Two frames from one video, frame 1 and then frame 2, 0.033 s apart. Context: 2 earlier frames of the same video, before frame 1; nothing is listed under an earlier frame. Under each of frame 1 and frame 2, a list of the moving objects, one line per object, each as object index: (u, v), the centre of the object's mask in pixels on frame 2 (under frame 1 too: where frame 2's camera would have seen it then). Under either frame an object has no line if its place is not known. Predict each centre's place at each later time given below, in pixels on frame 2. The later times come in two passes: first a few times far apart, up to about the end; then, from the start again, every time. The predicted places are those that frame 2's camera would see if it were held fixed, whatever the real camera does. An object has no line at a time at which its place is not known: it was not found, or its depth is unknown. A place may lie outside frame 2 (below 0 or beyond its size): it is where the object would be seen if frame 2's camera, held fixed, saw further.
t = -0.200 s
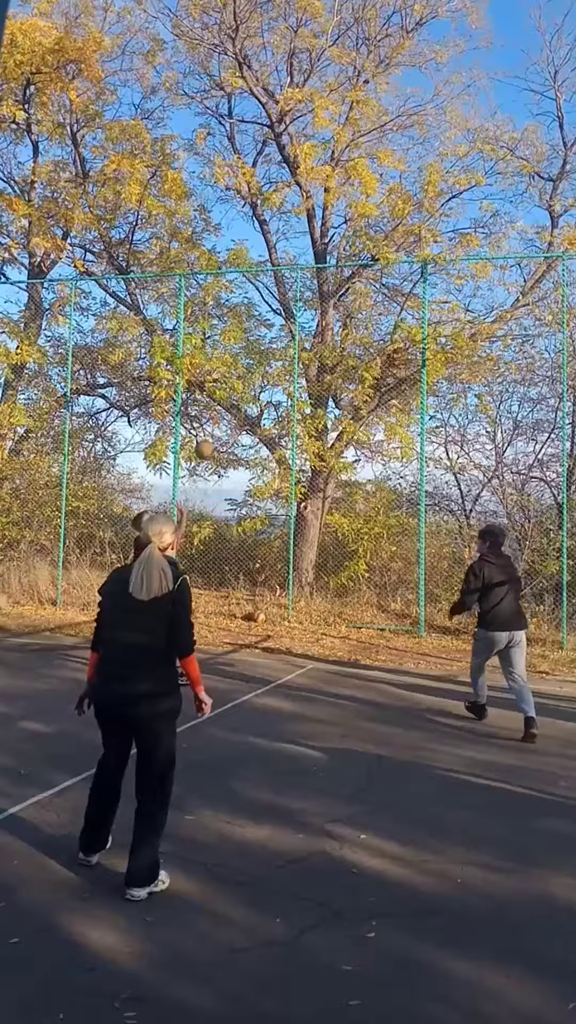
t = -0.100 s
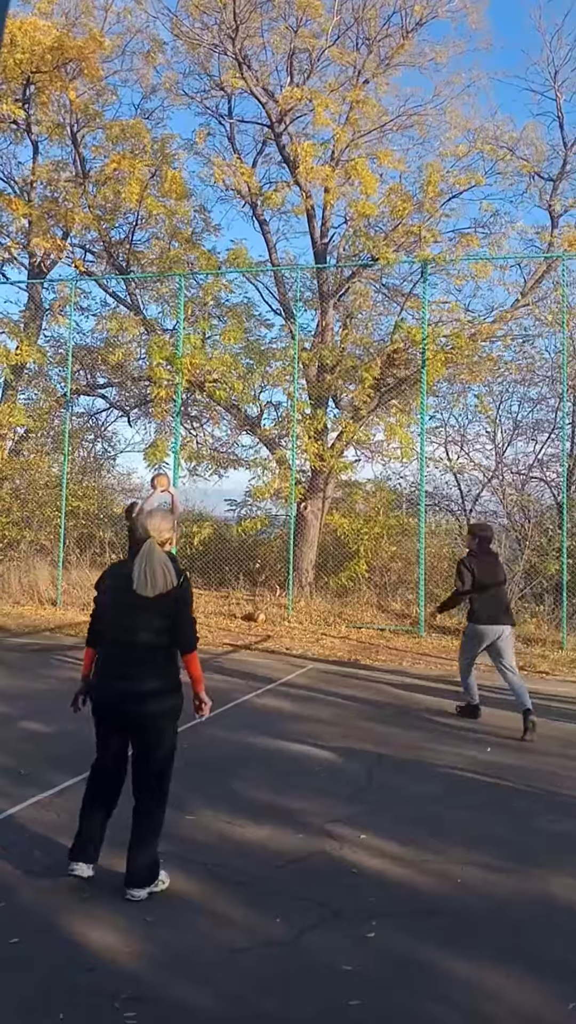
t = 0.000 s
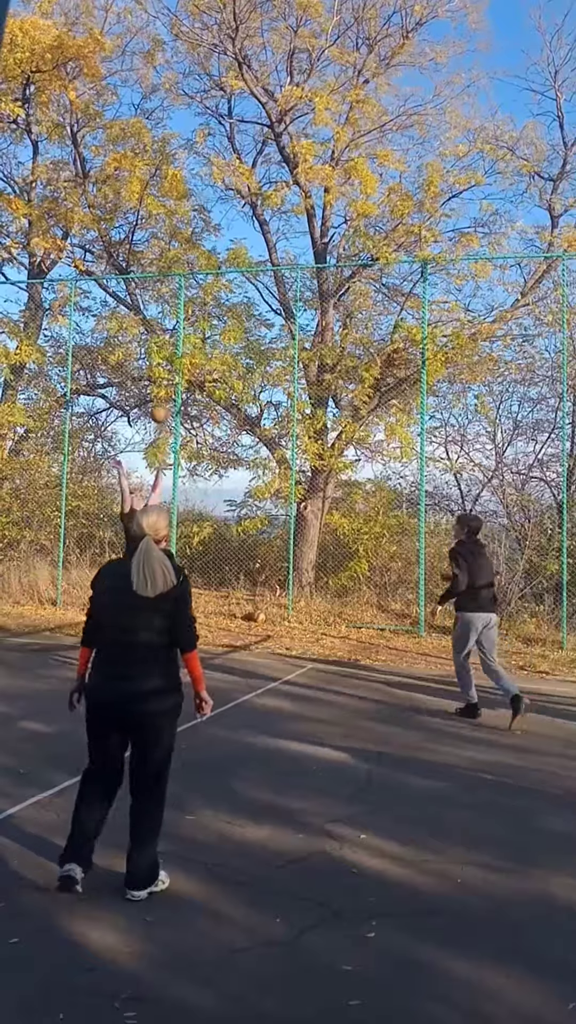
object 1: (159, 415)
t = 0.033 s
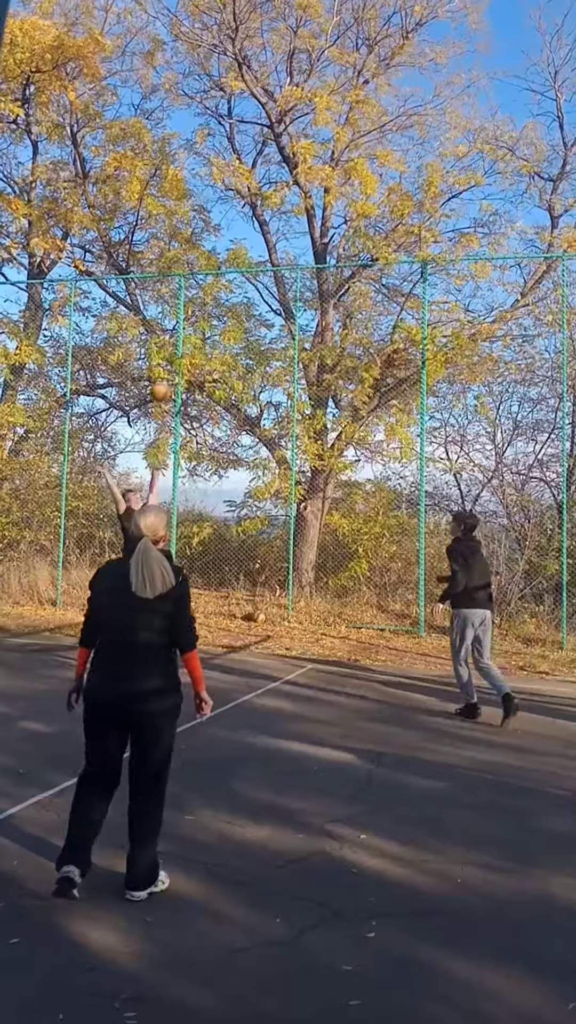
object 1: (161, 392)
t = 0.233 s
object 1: (161, 282)
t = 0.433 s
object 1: (163, 207)
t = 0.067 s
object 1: (160, 370)
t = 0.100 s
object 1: (161, 351)
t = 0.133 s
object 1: (160, 333)
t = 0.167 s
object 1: (161, 315)
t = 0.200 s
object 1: (161, 298)
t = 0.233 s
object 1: (161, 282)
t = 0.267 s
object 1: (161, 267)
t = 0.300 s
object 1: (161, 253)
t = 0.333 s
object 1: (162, 242)
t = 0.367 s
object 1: (163, 229)
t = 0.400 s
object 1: (163, 217)
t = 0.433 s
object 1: (163, 207)
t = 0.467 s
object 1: (164, 198)
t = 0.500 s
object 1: (164, 190)
